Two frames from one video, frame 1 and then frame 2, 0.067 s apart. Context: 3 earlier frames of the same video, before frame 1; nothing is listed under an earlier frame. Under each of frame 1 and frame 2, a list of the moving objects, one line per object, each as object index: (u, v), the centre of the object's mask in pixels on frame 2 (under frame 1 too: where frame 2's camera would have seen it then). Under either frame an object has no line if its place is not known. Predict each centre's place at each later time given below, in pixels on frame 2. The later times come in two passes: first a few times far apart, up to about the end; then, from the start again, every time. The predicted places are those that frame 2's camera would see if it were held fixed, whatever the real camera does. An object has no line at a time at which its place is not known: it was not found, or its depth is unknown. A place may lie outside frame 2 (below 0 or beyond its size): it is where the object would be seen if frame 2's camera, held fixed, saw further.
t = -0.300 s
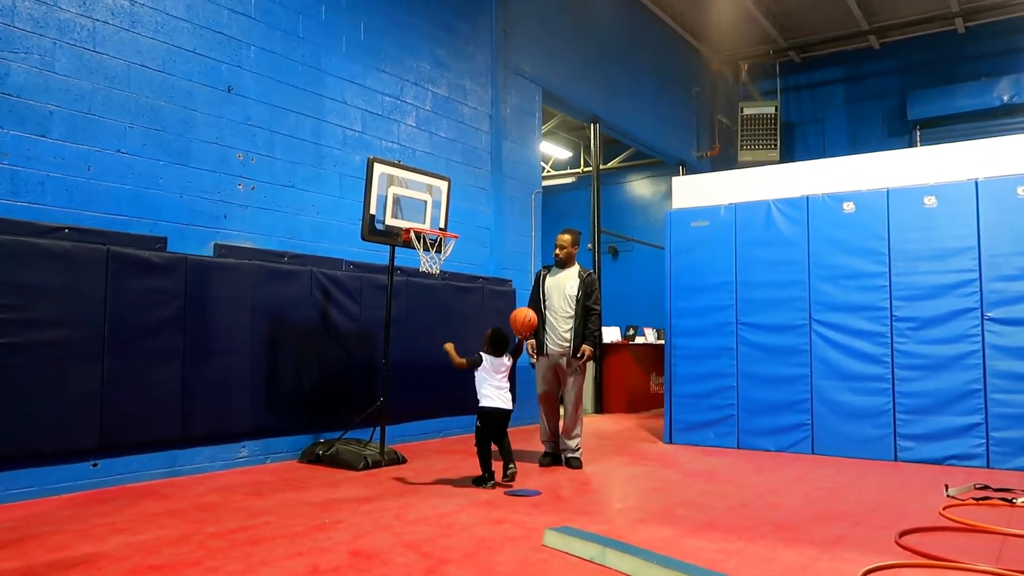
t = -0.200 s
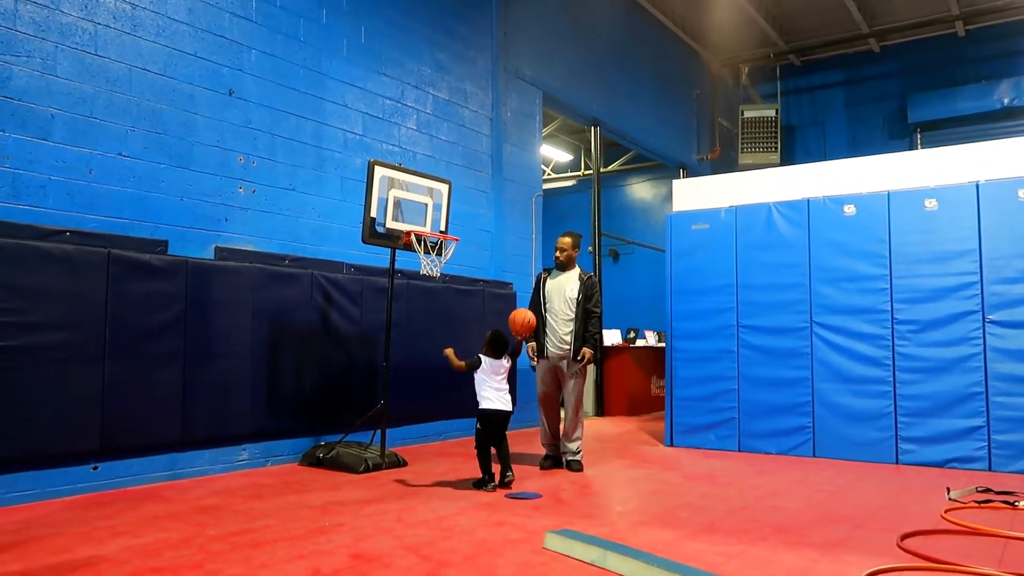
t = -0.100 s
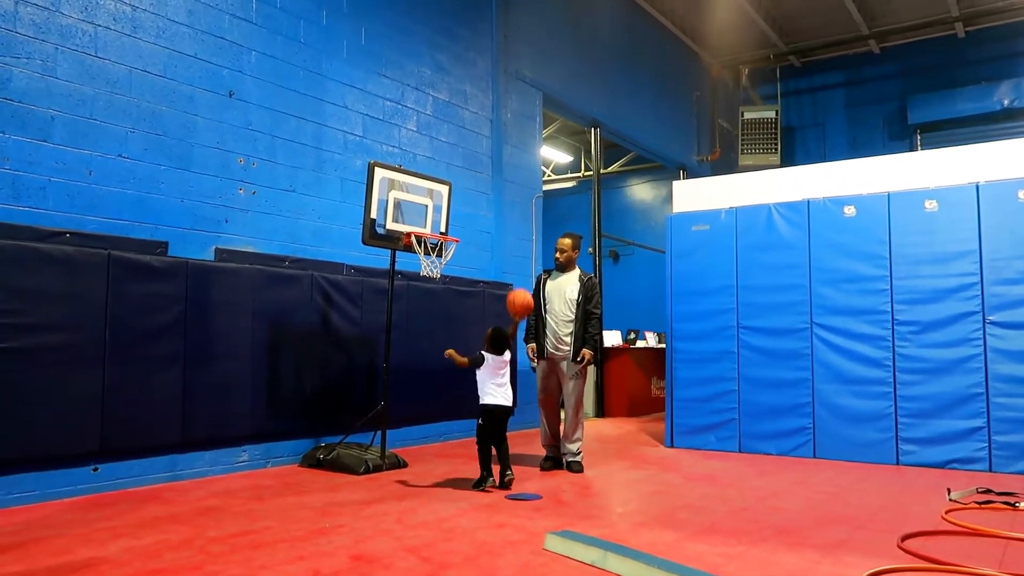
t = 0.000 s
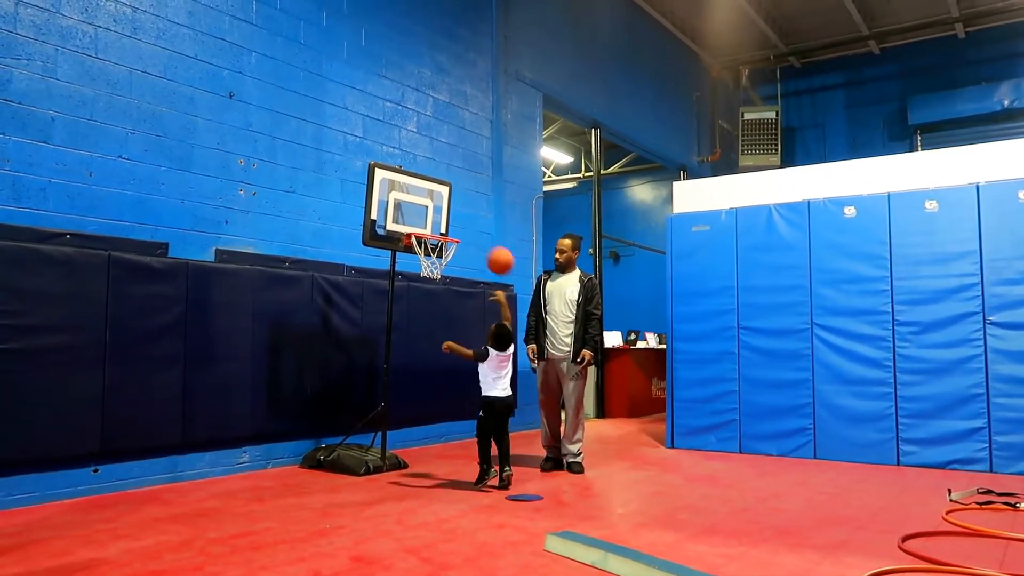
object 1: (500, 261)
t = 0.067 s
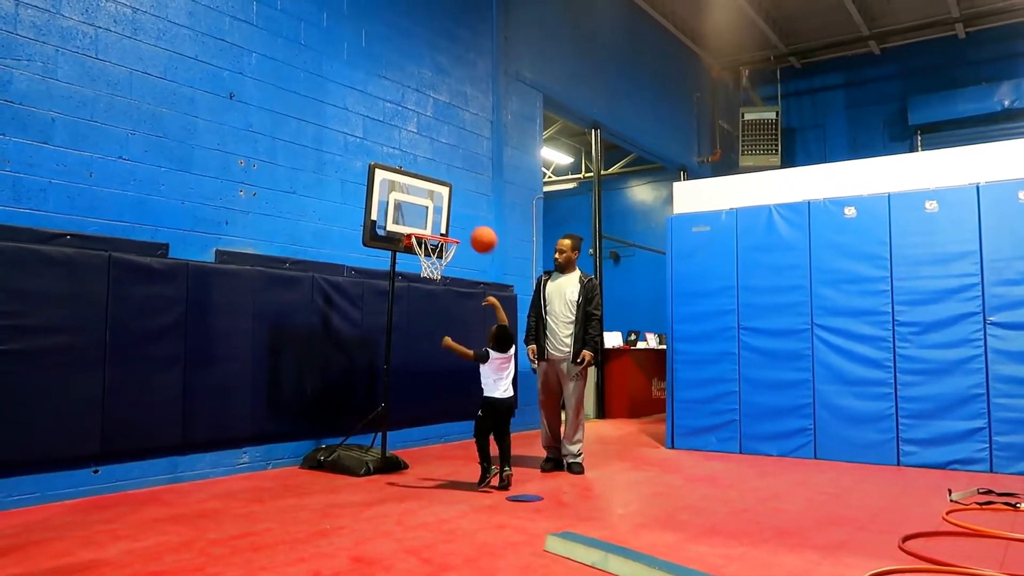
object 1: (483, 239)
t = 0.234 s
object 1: (443, 215)
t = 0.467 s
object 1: (418, 217)
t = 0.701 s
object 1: (436, 257)
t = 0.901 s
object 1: (448, 339)
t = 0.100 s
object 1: (475, 231)
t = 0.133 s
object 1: (467, 224)
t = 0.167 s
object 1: (459, 220)
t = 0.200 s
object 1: (451, 217)
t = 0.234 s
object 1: (443, 215)
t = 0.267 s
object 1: (435, 215)
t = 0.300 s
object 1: (427, 216)
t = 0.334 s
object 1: (419, 218)
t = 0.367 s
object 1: (413, 221)
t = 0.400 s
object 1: (413, 218)
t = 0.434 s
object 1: (416, 217)
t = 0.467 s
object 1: (418, 217)
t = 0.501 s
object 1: (421, 218)
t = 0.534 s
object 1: (423, 221)
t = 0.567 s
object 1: (426, 224)
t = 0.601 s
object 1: (429, 228)
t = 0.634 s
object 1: (431, 239)
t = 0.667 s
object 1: (433, 248)
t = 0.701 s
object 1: (436, 257)
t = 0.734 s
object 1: (438, 270)
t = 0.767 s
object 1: (440, 281)
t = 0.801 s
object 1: (442, 293)
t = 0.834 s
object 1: (444, 306)
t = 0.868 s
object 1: (446, 322)
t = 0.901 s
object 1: (448, 339)
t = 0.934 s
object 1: (450, 358)
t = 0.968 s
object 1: (452, 379)
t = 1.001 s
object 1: (454, 401)
